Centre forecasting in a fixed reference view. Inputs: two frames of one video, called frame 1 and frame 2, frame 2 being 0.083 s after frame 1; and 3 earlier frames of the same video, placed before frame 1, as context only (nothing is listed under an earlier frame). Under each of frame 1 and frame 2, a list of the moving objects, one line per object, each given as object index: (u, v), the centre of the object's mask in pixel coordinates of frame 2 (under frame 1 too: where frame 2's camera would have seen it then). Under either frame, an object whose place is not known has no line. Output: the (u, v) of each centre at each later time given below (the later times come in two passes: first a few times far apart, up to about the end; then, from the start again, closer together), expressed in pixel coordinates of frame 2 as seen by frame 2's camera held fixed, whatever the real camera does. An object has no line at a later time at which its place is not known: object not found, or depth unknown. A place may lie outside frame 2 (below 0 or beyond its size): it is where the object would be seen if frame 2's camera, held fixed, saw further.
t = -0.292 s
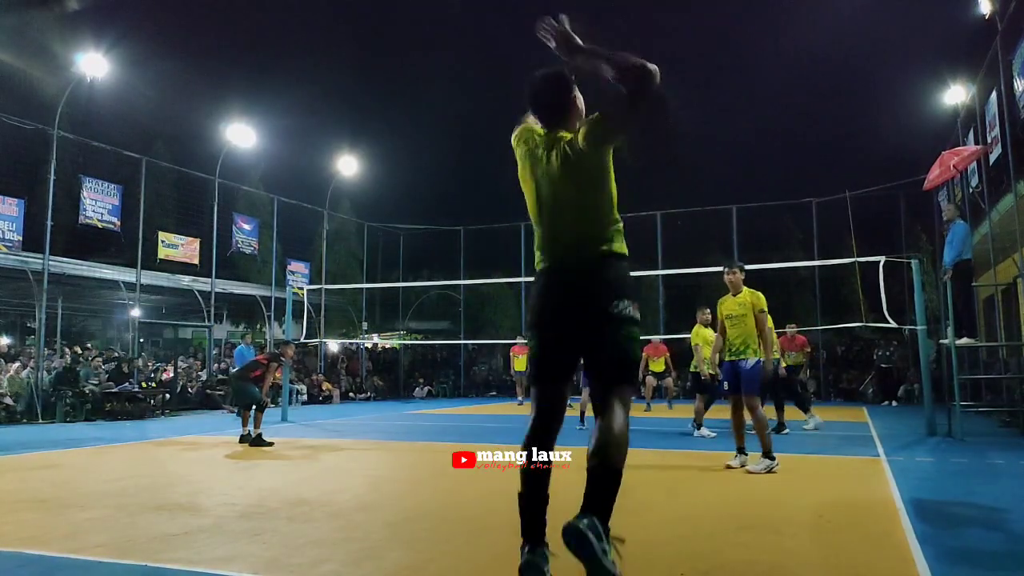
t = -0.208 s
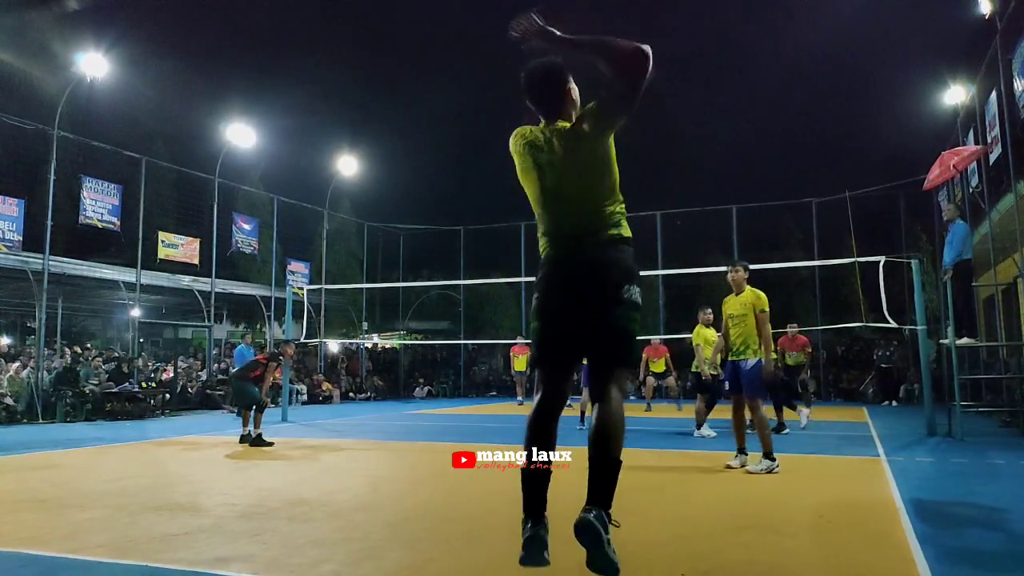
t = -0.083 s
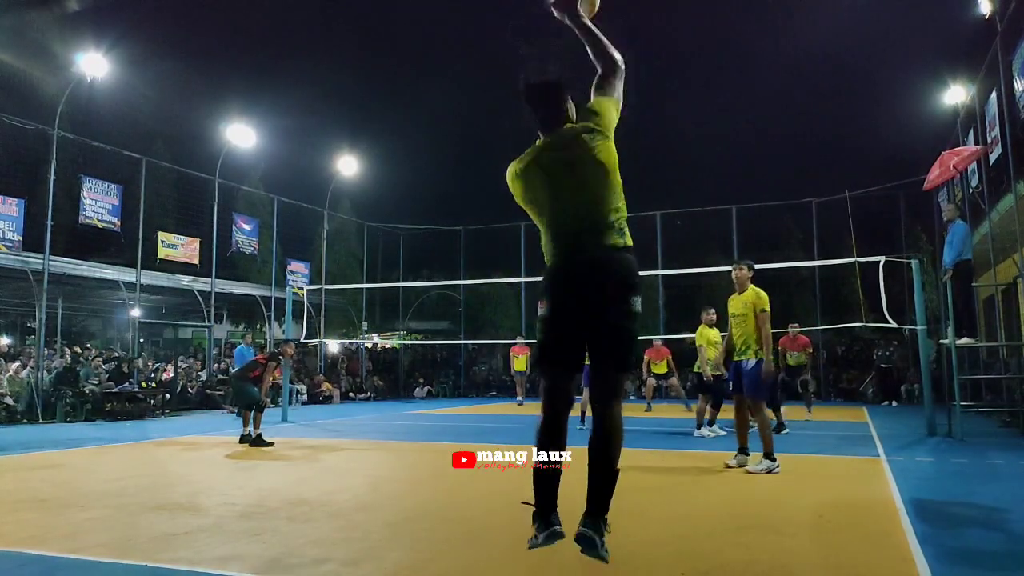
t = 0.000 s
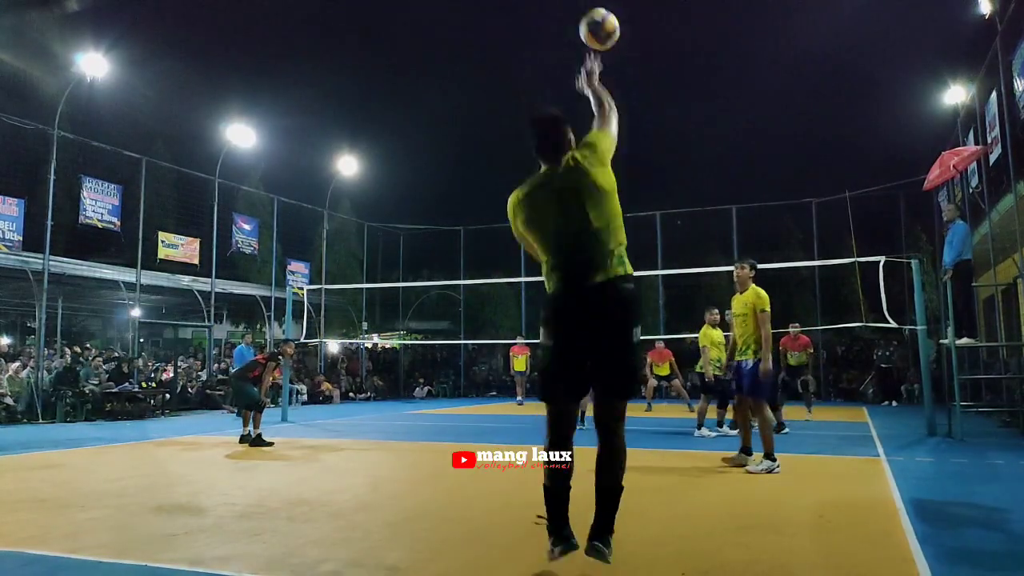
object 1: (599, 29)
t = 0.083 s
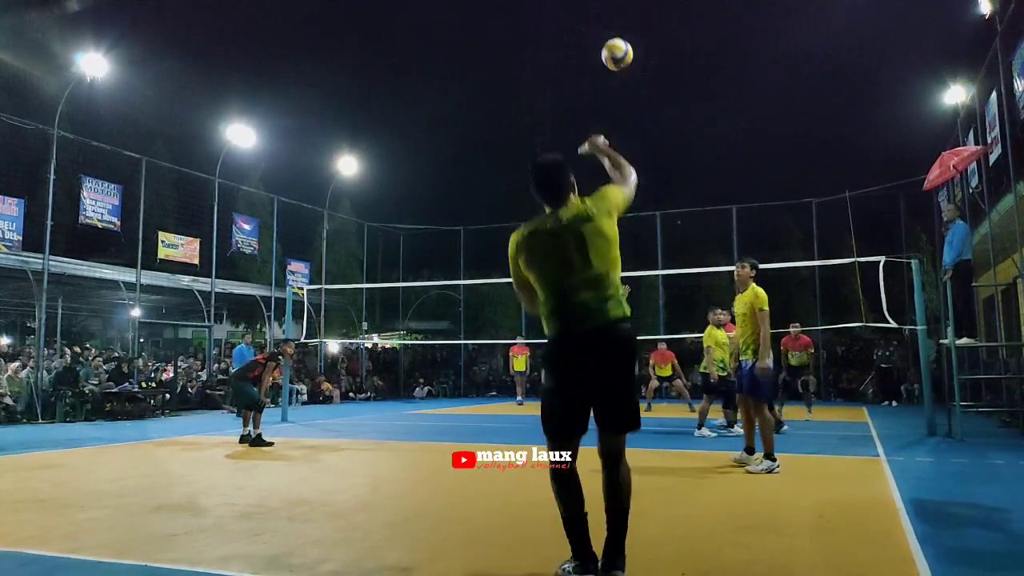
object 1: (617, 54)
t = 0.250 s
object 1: (633, 96)
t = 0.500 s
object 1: (643, 163)
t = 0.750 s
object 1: (644, 228)
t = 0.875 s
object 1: (642, 266)
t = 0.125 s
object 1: (621, 63)
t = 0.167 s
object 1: (627, 75)
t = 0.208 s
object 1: (629, 83)
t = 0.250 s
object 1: (633, 96)
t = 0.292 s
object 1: (635, 104)
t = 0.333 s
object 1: (637, 117)
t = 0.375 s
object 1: (639, 126)
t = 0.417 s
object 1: (641, 140)
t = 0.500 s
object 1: (643, 163)
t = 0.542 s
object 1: (644, 173)
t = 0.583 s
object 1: (644, 182)
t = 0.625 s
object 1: (644, 196)
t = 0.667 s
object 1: (644, 205)
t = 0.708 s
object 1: (644, 219)
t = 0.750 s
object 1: (644, 228)
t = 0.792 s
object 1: (643, 242)
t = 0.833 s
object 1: (643, 252)
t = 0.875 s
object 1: (642, 266)
